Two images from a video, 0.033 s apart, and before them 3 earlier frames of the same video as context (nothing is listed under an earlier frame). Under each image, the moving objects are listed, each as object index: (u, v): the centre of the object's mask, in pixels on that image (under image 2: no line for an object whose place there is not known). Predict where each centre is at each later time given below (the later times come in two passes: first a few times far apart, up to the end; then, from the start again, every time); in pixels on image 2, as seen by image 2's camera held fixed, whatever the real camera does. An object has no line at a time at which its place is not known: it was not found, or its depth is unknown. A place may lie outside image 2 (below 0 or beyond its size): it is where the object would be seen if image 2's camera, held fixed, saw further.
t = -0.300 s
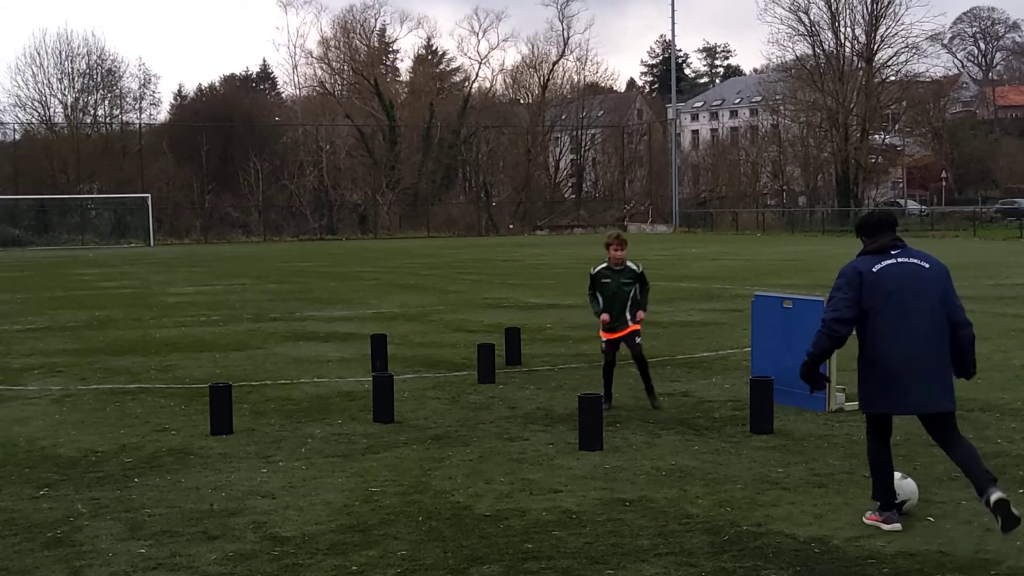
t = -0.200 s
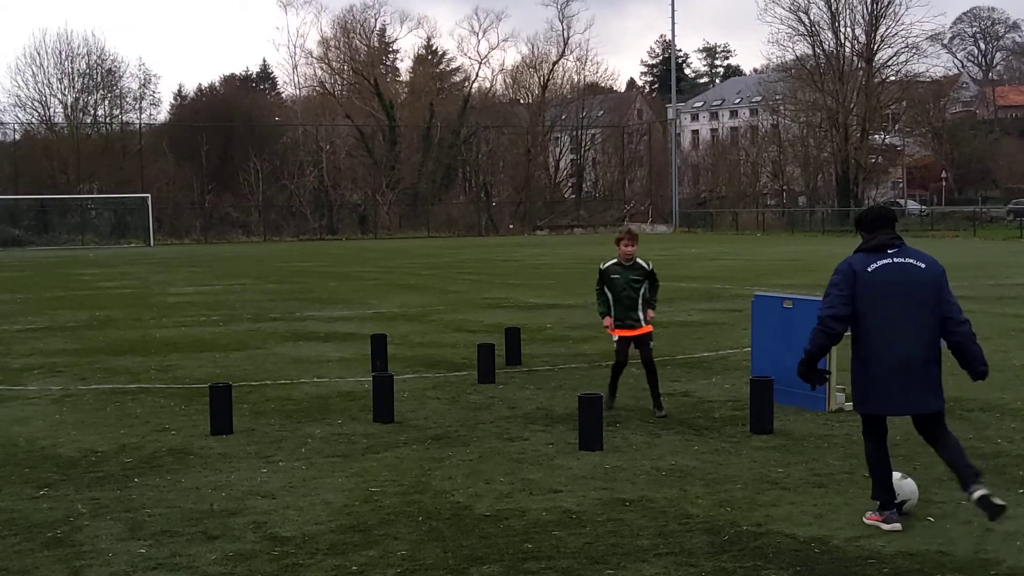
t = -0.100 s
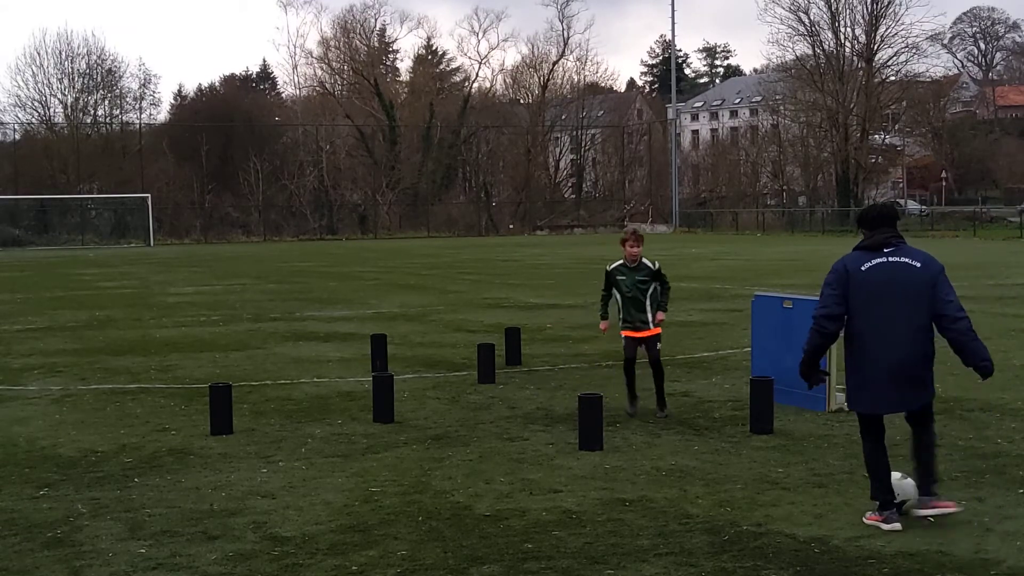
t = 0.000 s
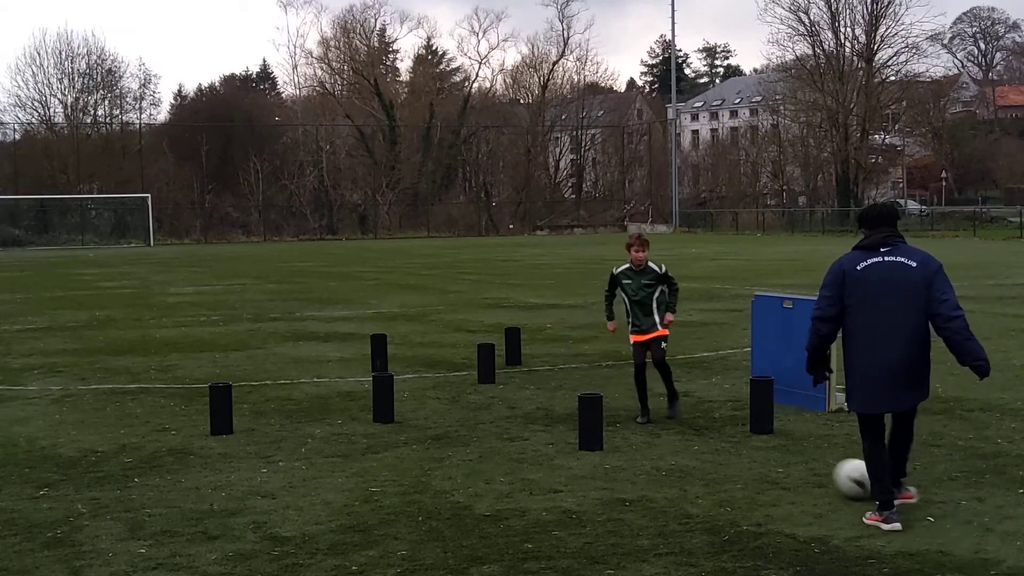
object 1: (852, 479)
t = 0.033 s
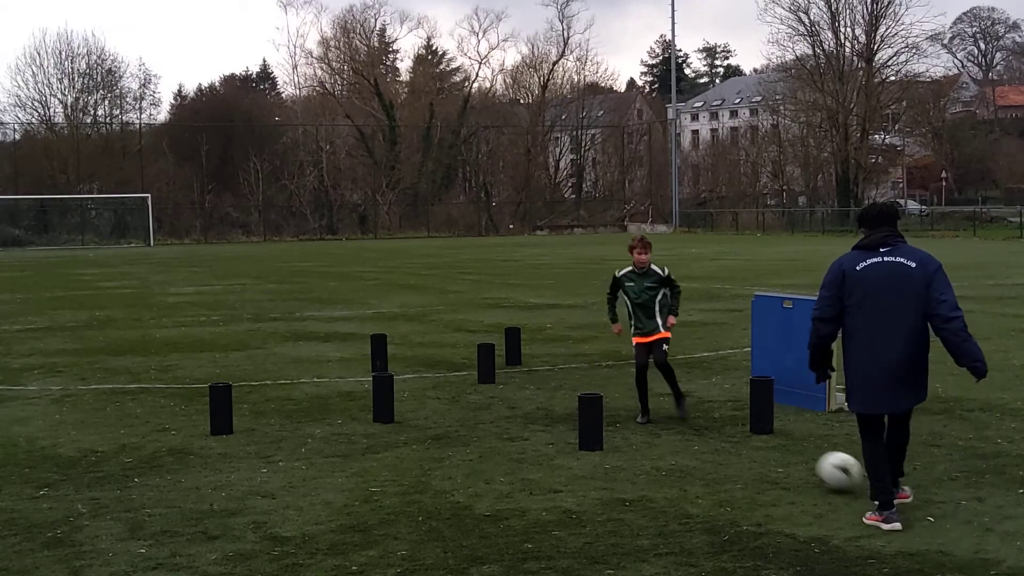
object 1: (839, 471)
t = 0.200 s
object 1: (769, 448)
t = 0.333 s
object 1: (730, 436)
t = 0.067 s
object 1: (823, 466)
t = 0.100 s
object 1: (808, 462)
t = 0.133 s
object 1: (793, 459)
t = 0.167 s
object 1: (780, 453)
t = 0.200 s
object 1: (769, 448)
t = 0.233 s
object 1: (758, 445)
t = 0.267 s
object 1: (747, 444)
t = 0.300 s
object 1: (738, 440)
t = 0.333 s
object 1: (730, 436)
